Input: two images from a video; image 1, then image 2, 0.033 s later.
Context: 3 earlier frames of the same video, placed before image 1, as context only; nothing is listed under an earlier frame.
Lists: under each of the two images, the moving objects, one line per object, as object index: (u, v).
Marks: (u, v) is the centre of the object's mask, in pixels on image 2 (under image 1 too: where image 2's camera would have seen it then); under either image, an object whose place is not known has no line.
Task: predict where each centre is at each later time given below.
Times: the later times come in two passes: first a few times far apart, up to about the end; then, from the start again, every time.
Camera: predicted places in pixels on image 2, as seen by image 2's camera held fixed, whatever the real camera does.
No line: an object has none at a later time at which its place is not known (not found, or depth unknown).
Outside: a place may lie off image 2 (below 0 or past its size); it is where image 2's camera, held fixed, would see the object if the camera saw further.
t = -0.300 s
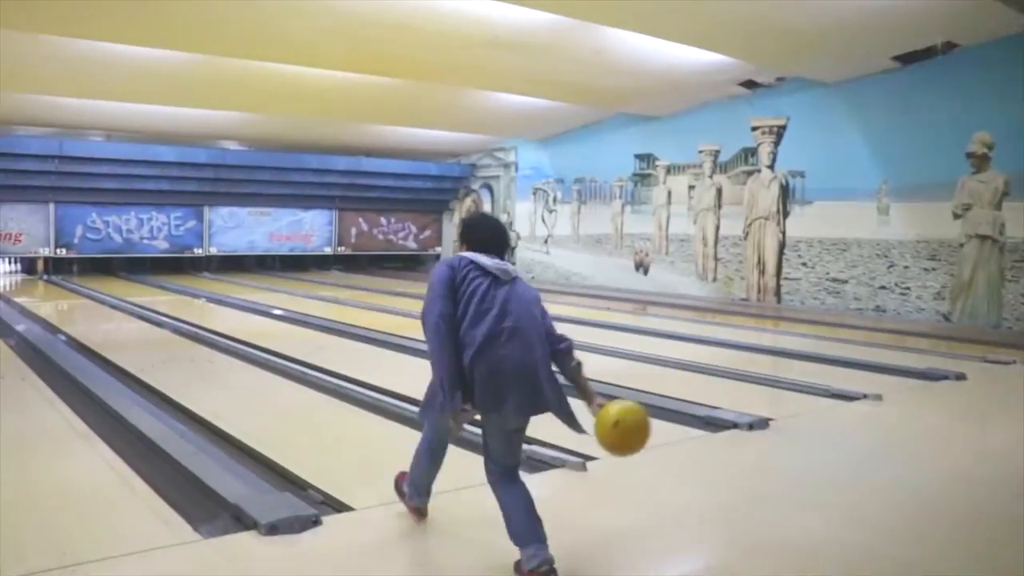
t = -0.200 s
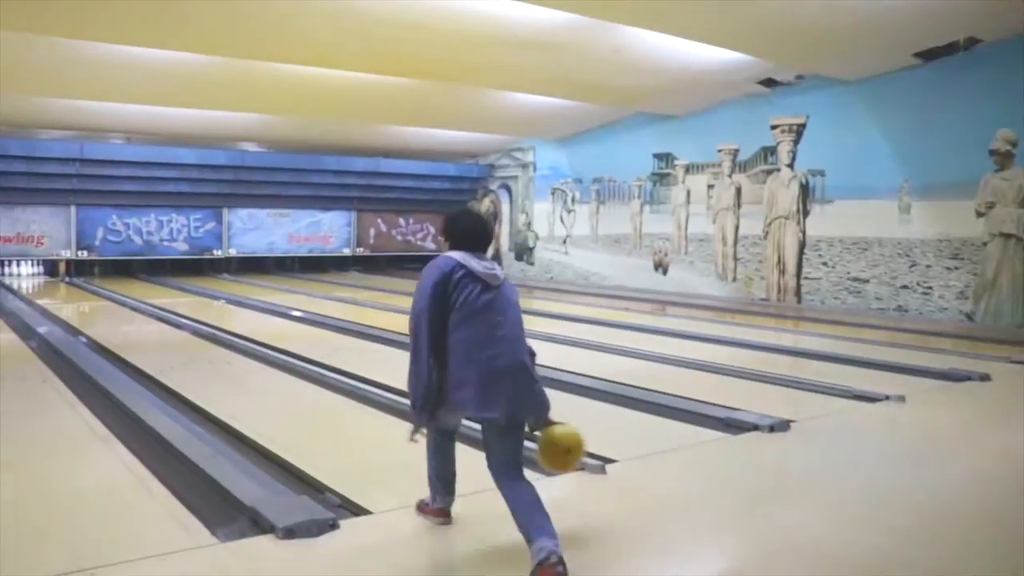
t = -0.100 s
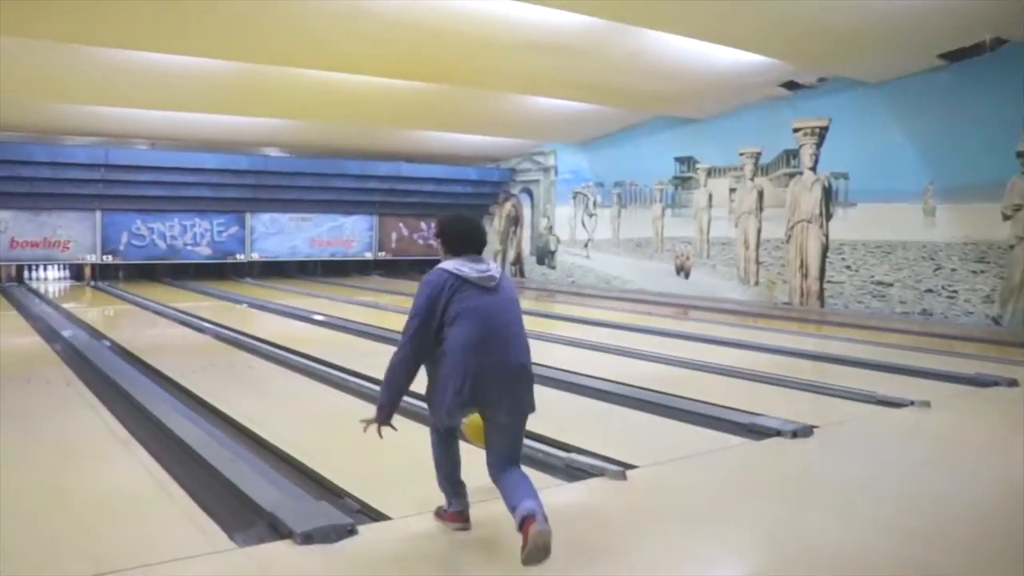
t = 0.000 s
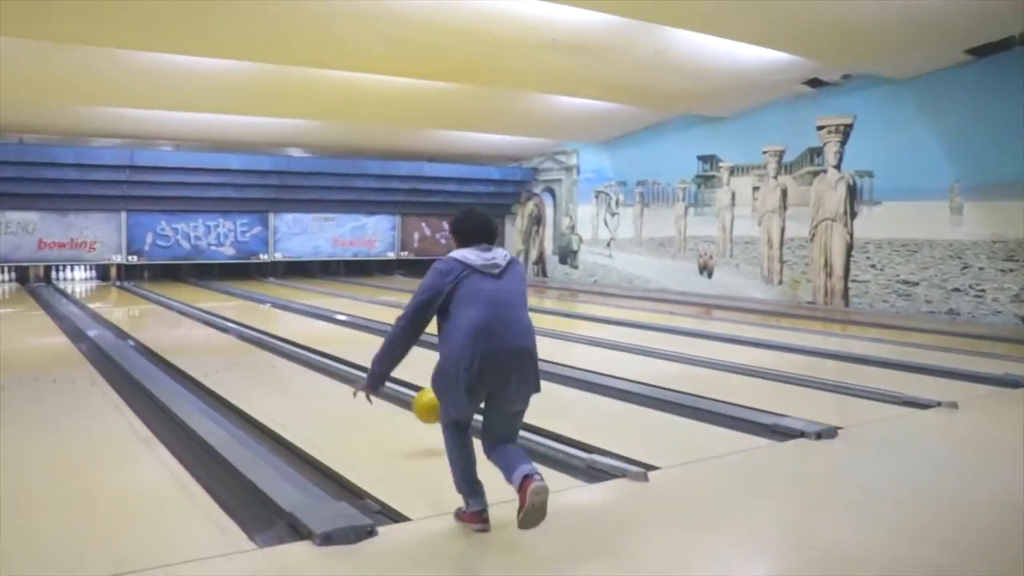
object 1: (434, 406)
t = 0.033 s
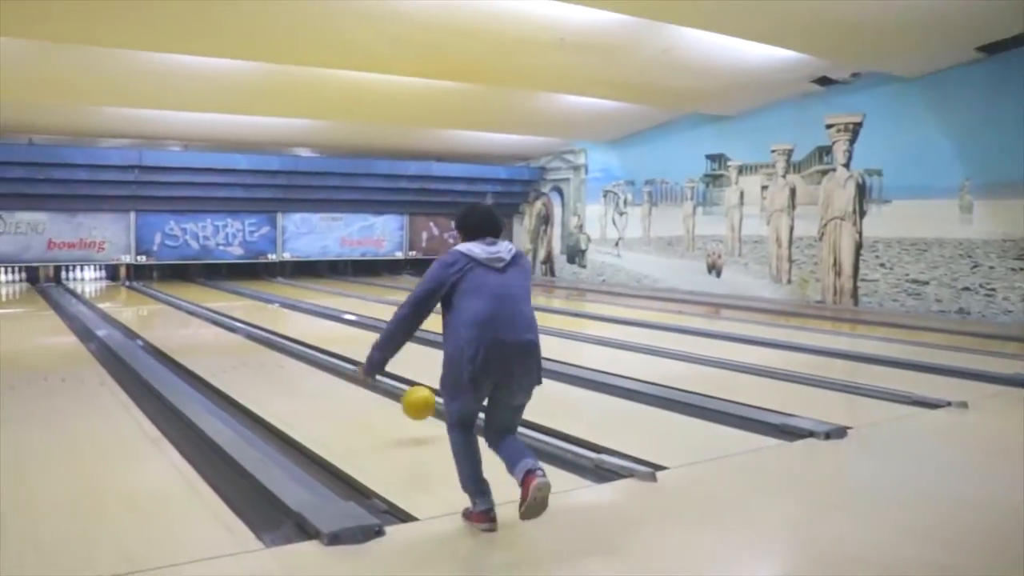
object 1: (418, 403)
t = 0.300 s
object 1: (304, 370)
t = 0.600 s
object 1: (234, 338)
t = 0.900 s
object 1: (192, 317)
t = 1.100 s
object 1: (170, 307)
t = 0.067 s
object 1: (399, 402)
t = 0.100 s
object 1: (382, 403)
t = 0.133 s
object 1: (367, 400)
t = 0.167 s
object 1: (352, 391)
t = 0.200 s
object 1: (339, 384)
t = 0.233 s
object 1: (327, 379)
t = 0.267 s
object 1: (315, 376)
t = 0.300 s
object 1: (304, 370)
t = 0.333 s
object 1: (294, 366)
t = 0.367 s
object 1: (285, 362)
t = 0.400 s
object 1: (277, 358)
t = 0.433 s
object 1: (268, 354)
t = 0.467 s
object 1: (261, 350)
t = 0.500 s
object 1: (254, 346)
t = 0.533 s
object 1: (247, 343)
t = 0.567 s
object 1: (240, 340)
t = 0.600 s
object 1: (234, 338)
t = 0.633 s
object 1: (229, 335)
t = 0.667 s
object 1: (224, 332)
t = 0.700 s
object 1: (218, 329)
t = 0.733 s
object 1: (213, 327)
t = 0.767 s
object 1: (209, 324)
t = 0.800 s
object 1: (204, 322)
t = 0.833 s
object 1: (200, 320)
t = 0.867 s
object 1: (196, 319)
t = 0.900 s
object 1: (192, 317)
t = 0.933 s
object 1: (186, 315)
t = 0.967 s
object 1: (184, 313)
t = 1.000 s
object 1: (179, 311)
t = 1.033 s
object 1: (176, 310)
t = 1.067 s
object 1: (173, 309)
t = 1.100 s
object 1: (170, 307)
